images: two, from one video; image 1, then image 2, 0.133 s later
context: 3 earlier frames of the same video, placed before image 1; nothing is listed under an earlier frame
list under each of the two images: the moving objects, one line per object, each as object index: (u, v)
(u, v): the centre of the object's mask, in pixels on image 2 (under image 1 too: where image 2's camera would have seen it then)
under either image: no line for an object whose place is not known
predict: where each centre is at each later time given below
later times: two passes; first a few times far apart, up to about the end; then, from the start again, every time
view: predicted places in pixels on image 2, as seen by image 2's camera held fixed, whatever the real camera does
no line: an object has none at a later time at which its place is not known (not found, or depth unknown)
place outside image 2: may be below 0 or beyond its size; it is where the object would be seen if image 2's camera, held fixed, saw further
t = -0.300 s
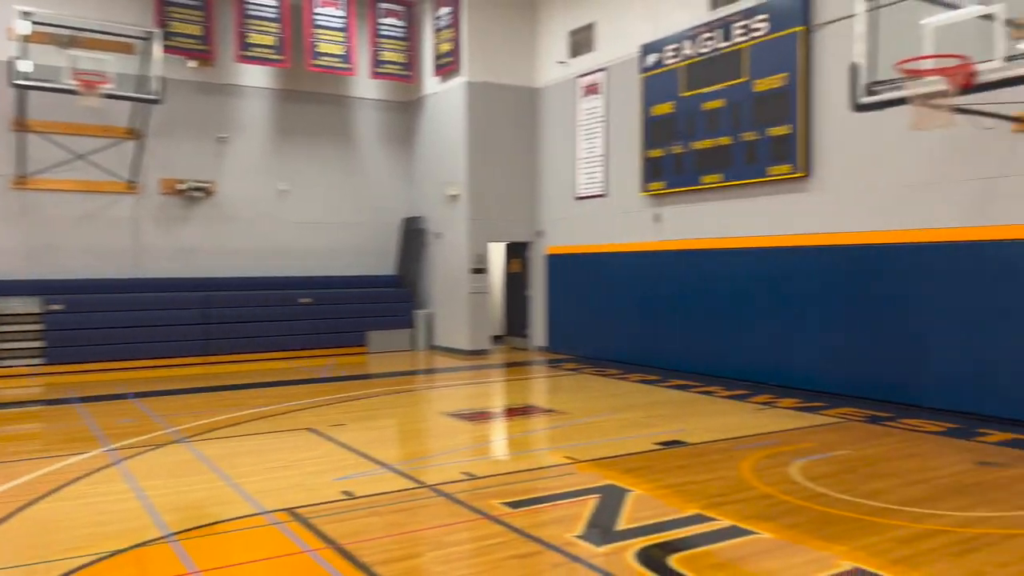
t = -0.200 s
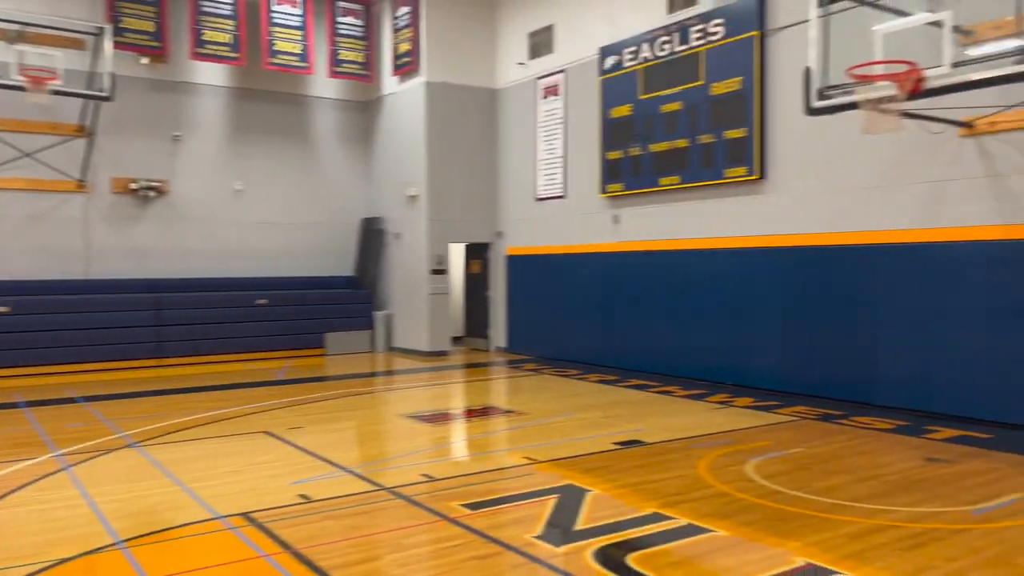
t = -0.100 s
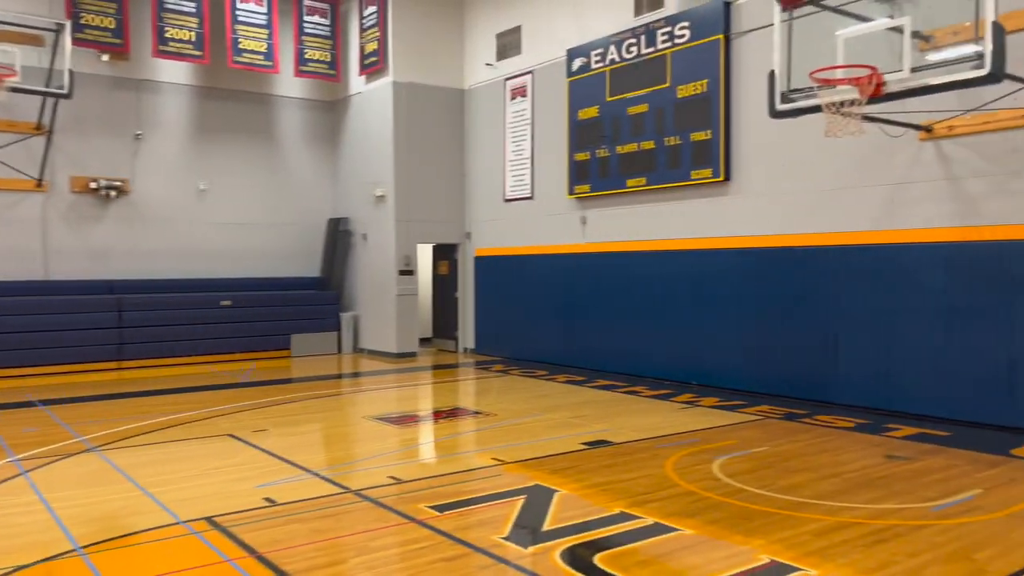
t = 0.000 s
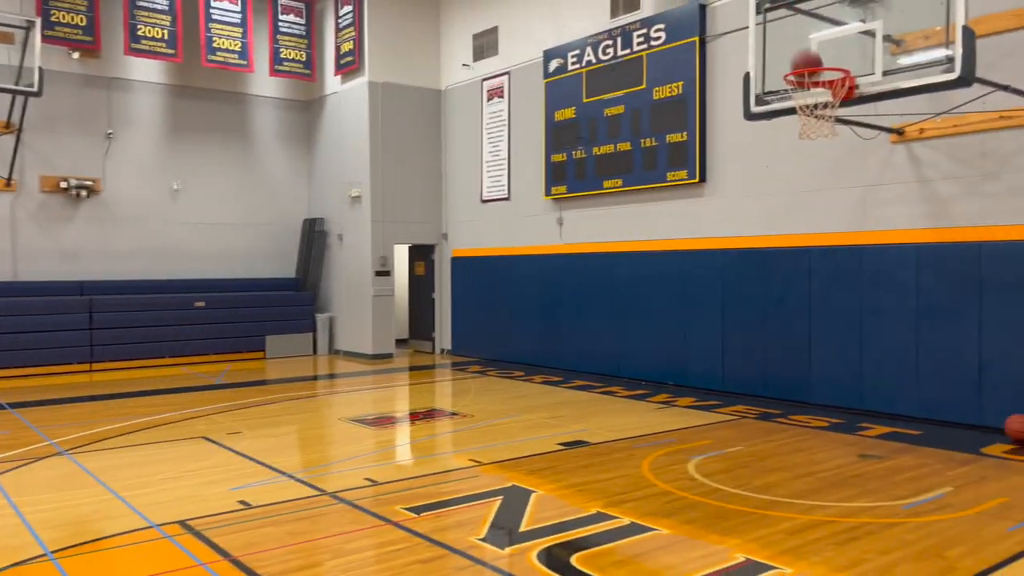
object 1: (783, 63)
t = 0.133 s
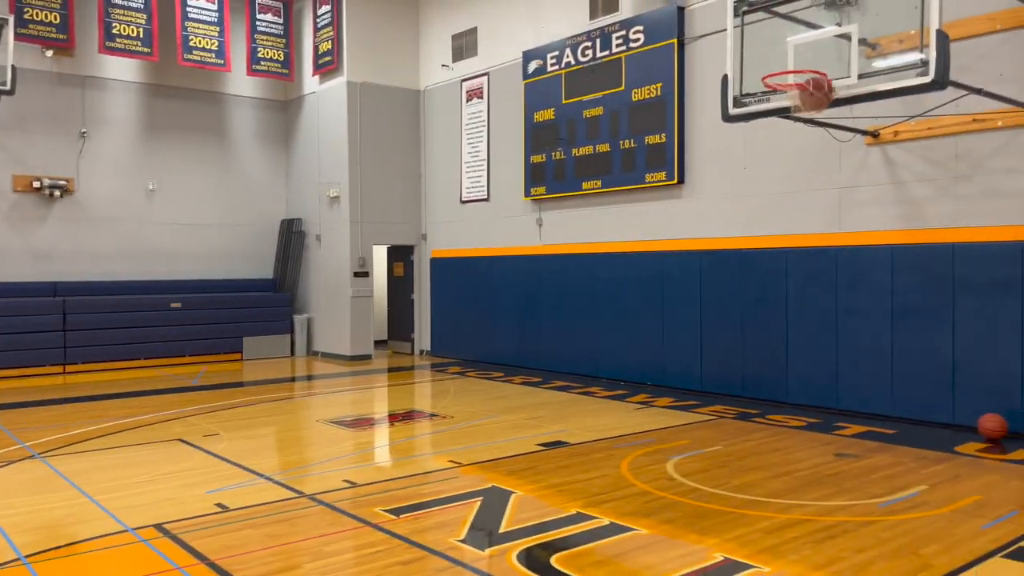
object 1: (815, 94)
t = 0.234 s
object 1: (813, 92)
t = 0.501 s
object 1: (785, 143)
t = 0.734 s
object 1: (765, 232)
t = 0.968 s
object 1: (745, 378)
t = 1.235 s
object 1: (724, 338)
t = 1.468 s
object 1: (705, 269)
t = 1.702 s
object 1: (687, 260)
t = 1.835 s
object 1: (678, 279)
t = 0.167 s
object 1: (815, 87)
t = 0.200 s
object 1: (814, 88)
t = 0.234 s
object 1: (813, 92)
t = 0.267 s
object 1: (810, 97)
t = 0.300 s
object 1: (805, 103)
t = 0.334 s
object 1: (801, 109)
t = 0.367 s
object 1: (797, 114)
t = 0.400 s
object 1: (794, 119)
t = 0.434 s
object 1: (790, 129)
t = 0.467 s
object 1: (789, 140)
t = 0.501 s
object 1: (785, 143)
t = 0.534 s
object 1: (782, 151)
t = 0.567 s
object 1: (779, 161)
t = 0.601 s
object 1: (776, 174)
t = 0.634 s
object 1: (773, 186)
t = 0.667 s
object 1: (770, 201)
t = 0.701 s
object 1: (767, 216)
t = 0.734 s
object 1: (765, 232)
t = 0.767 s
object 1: (761, 252)
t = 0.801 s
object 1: (759, 269)
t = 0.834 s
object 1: (756, 289)
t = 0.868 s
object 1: (753, 309)
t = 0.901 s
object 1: (751, 331)
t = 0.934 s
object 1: (748, 354)
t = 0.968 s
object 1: (745, 378)
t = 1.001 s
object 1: (744, 400)
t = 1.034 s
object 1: (742, 426)
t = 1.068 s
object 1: (740, 427)
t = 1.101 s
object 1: (736, 406)
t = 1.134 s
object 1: (732, 387)
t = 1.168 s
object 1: (729, 370)
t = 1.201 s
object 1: (726, 353)
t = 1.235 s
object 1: (724, 338)
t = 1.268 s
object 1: (721, 325)
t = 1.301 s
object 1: (718, 312)
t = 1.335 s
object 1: (716, 301)
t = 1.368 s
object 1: (713, 291)
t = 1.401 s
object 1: (710, 283)
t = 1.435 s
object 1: (708, 276)
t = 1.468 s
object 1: (705, 269)
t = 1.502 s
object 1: (702, 264)
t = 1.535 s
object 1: (699, 261)
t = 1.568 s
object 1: (697, 259)
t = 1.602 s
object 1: (694, 257)
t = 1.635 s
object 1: (692, 257)
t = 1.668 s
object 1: (689, 258)
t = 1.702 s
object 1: (687, 260)
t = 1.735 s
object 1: (685, 263)
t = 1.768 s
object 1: (683, 267)
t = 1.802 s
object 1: (681, 273)
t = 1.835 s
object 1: (678, 279)
